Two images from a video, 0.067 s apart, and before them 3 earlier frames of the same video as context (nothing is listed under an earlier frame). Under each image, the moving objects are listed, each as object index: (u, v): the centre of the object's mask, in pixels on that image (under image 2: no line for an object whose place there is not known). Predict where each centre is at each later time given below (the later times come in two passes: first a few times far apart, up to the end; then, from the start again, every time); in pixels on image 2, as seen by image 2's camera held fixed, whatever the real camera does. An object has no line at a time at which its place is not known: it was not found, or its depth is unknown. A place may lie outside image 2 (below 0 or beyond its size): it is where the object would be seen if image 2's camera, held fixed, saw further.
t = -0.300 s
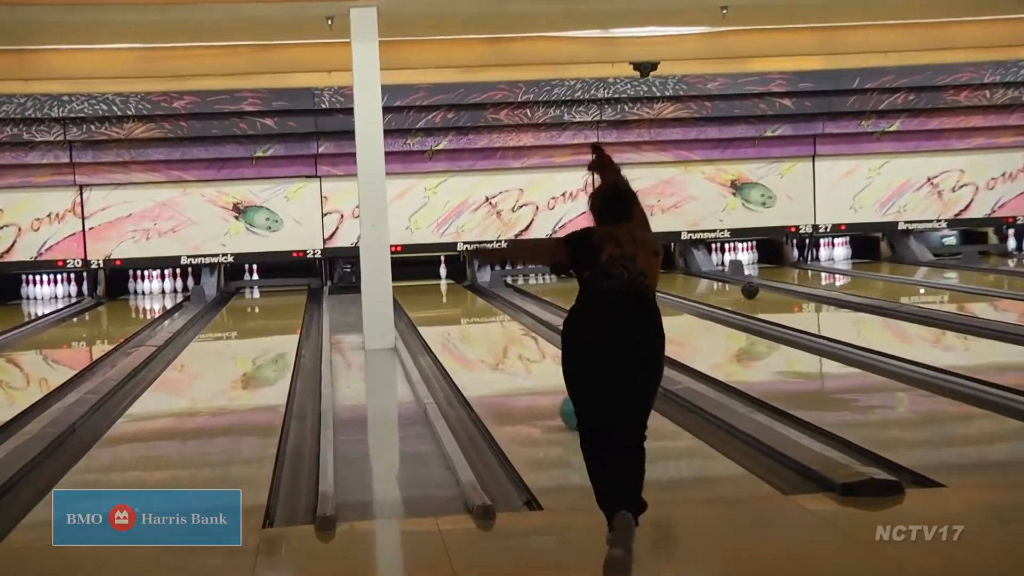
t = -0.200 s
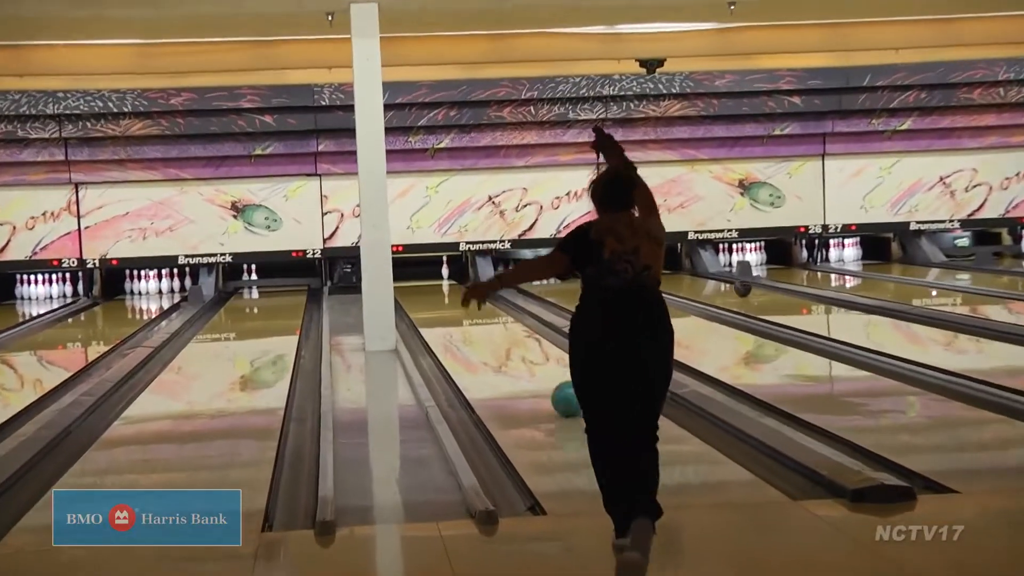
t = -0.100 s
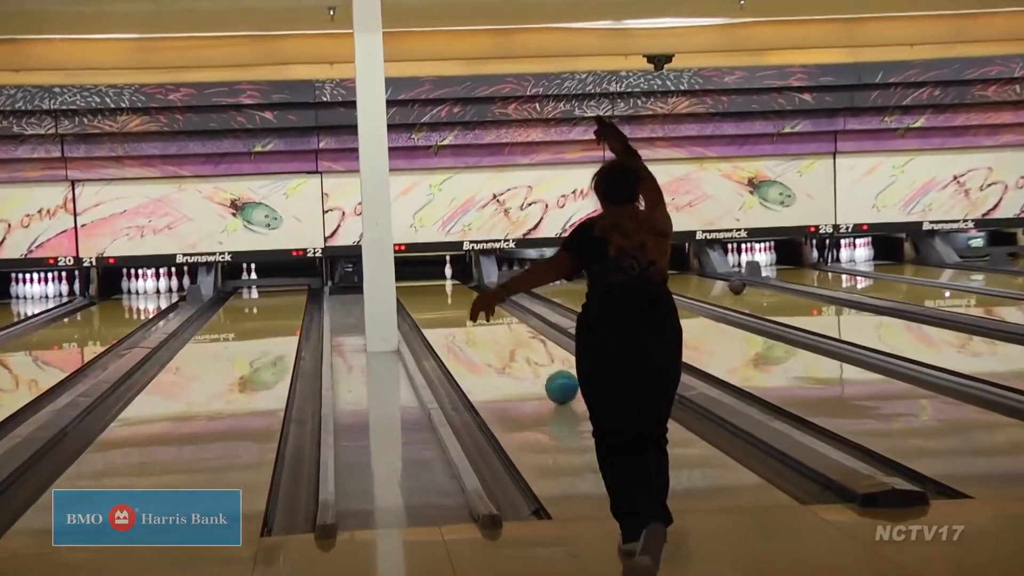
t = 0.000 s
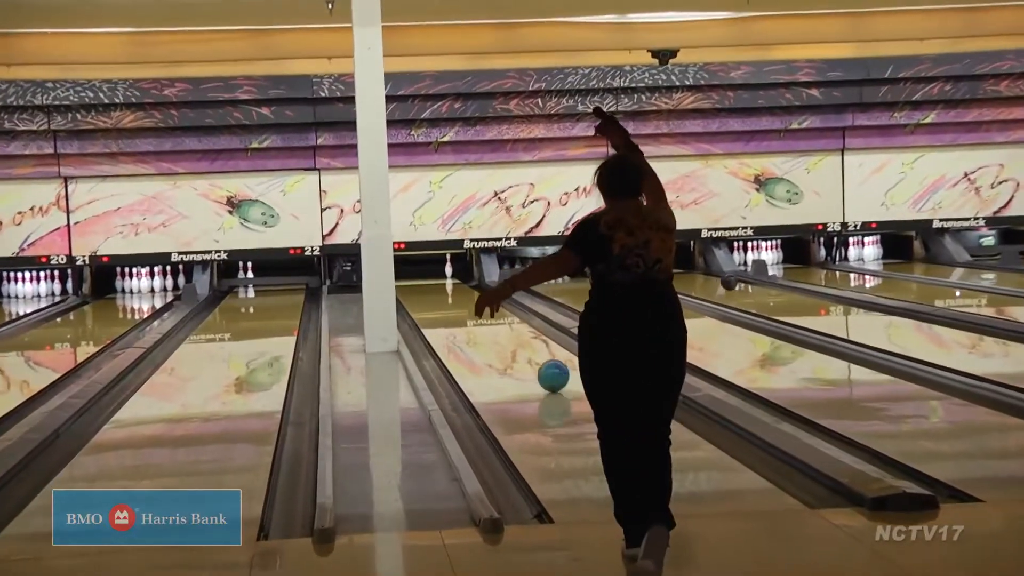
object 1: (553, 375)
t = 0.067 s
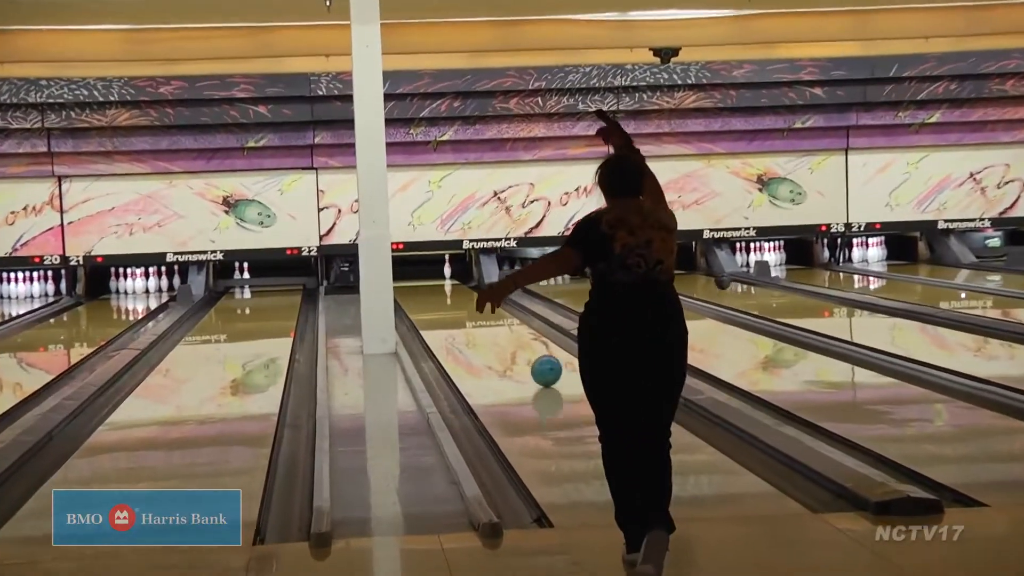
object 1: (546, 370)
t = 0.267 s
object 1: (529, 350)
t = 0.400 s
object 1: (520, 340)
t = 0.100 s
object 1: (543, 366)
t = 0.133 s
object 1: (540, 363)
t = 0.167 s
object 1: (537, 358)
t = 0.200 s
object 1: (534, 355)
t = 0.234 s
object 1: (531, 353)
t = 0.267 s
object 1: (529, 350)
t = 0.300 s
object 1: (526, 348)
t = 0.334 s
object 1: (524, 345)
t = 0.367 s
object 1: (522, 342)
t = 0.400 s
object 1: (520, 340)
